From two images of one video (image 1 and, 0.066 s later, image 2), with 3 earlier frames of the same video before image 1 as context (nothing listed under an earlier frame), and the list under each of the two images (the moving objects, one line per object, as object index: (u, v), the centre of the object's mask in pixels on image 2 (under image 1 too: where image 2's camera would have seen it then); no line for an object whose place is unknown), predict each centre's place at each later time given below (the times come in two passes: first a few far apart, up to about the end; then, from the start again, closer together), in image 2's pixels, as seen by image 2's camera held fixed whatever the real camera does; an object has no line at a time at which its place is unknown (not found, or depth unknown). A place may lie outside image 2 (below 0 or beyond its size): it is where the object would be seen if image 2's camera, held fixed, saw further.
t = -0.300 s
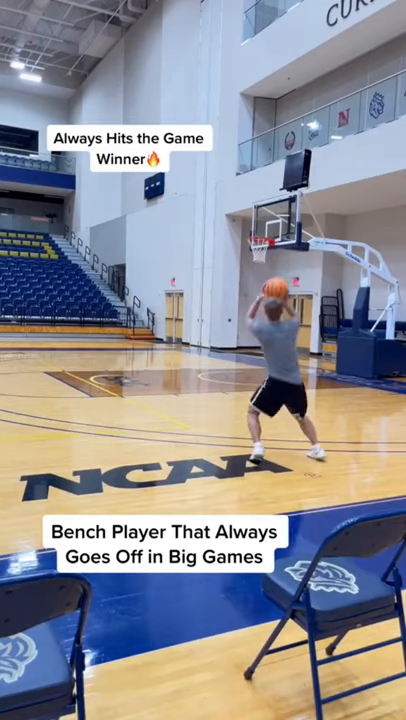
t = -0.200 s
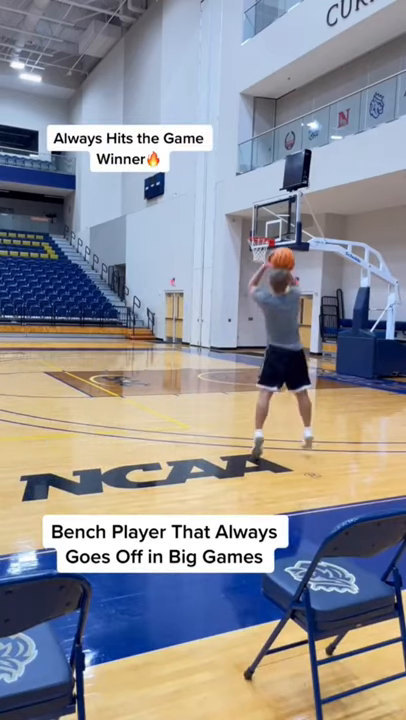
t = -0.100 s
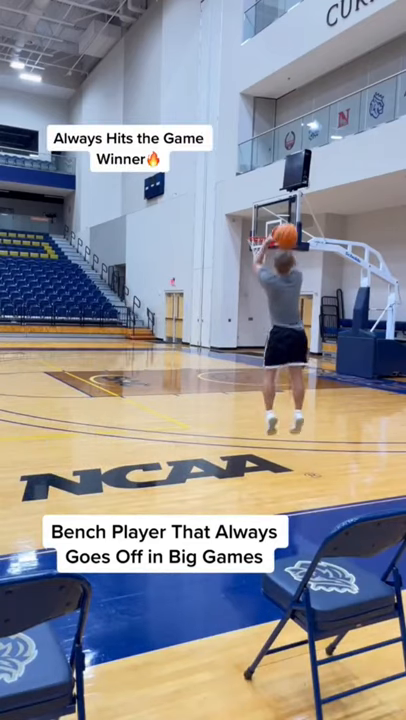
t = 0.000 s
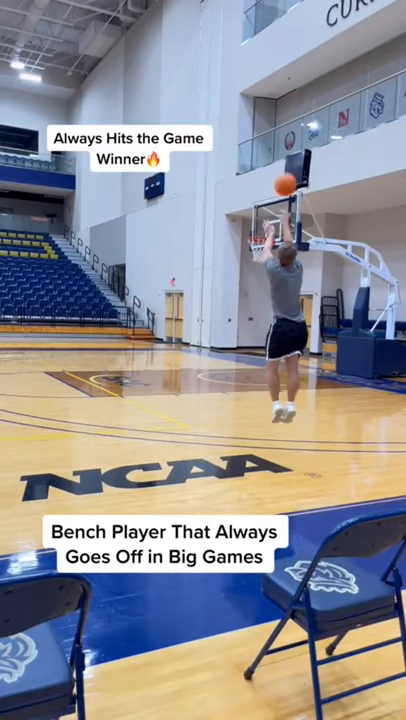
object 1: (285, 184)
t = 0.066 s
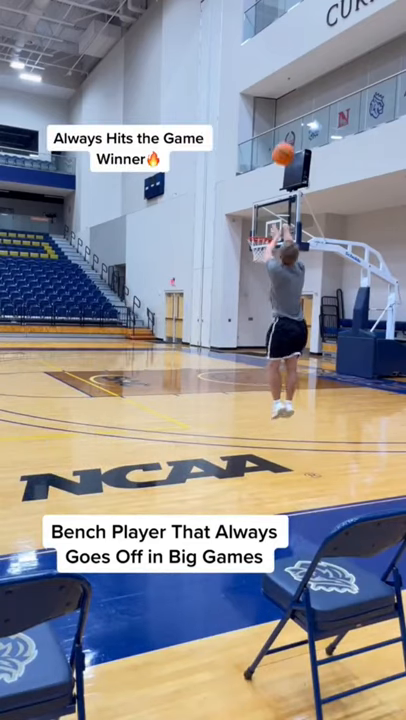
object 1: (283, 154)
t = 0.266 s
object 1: (279, 99)
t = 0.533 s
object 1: (274, 87)
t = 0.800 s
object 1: (268, 118)
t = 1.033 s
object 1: (262, 167)
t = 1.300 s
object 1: (257, 236)
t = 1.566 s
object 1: (250, 259)
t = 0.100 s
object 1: (283, 141)
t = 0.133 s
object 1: (283, 131)
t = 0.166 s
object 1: (282, 120)
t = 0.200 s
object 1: (281, 112)
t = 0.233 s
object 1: (280, 105)
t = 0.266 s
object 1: (279, 99)
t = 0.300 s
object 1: (279, 95)
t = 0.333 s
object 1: (278, 91)
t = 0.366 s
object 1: (278, 88)
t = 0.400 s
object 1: (277, 87)
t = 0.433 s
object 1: (276, 86)
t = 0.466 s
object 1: (276, 86)
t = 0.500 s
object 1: (275, 86)
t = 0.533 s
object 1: (274, 87)
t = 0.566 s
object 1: (274, 89)
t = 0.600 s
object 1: (272, 91)
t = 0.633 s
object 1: (271, 95)
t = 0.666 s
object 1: (271, 98)
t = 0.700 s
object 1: (270, 103)
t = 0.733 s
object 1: (270, 108)
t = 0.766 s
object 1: (269, 113)
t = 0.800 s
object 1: (268, 118)
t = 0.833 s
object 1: (267, 125)
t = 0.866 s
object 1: (266, 131)
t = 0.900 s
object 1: (265, 137)
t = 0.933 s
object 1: (265, 144)
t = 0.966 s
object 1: (264, 152)
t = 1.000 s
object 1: (263, 159)
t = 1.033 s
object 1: (262, 167)
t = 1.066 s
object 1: (261, 176)
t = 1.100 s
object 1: (261, 185)
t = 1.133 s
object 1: (260, 194)
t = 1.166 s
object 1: (259, 203)
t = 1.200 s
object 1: (258, 213)
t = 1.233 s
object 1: (257, 221)
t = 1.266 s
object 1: (256, 231)
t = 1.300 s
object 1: (257, 236)
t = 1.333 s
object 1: (260, 240)
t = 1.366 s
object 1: (262, 243)
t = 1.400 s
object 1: (259, 248)
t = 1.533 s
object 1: (252, 257)
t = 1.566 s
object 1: (250, 259)
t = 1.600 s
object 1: (248, 262)
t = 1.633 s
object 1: (246, 265)
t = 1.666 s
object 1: (245, 269)
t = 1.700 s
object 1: (243, 274)
